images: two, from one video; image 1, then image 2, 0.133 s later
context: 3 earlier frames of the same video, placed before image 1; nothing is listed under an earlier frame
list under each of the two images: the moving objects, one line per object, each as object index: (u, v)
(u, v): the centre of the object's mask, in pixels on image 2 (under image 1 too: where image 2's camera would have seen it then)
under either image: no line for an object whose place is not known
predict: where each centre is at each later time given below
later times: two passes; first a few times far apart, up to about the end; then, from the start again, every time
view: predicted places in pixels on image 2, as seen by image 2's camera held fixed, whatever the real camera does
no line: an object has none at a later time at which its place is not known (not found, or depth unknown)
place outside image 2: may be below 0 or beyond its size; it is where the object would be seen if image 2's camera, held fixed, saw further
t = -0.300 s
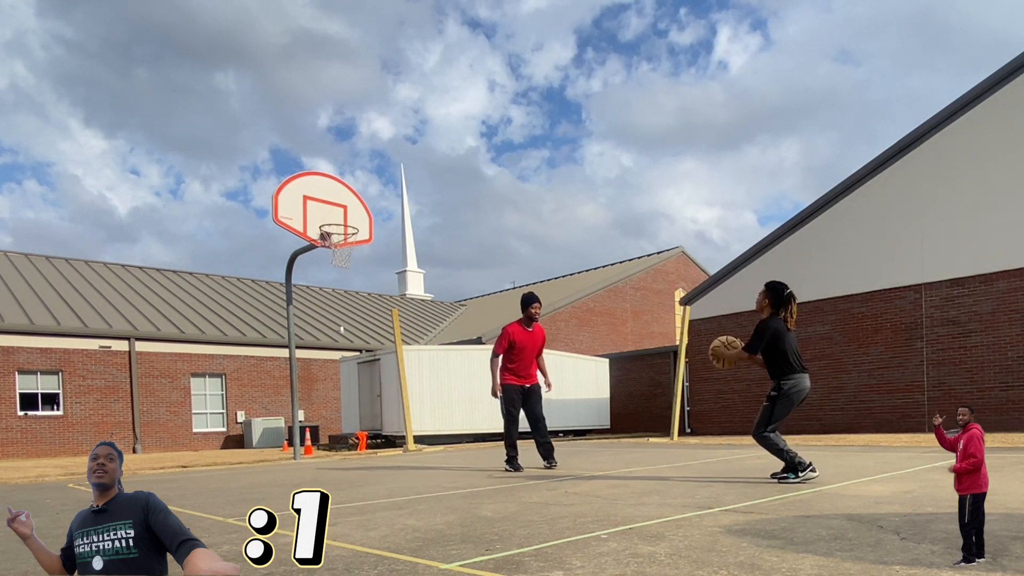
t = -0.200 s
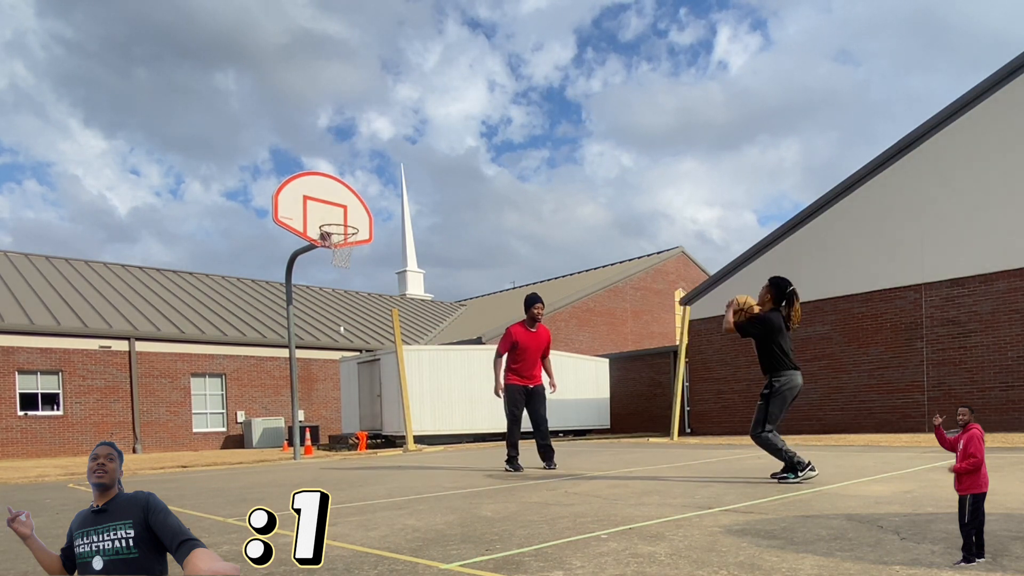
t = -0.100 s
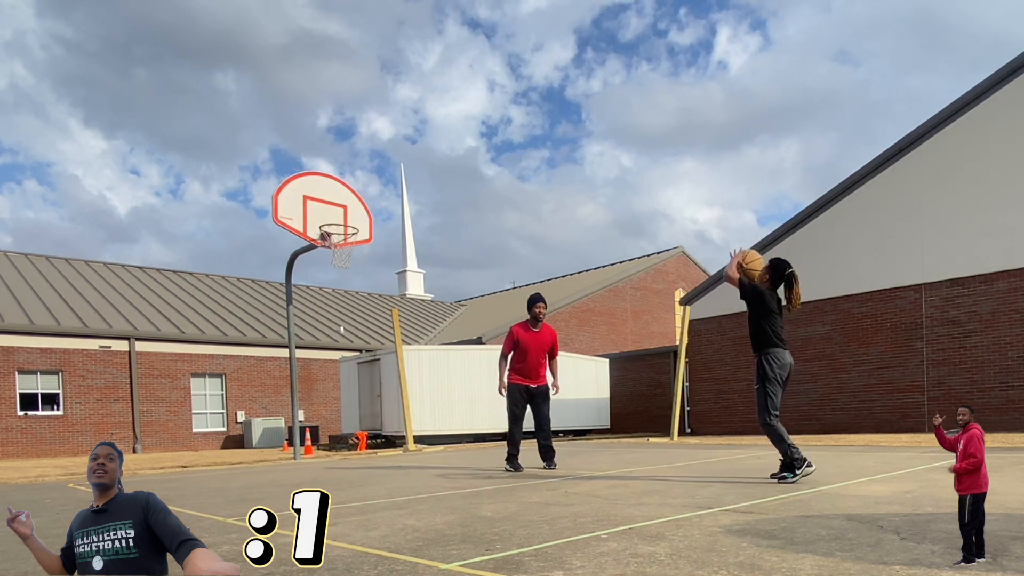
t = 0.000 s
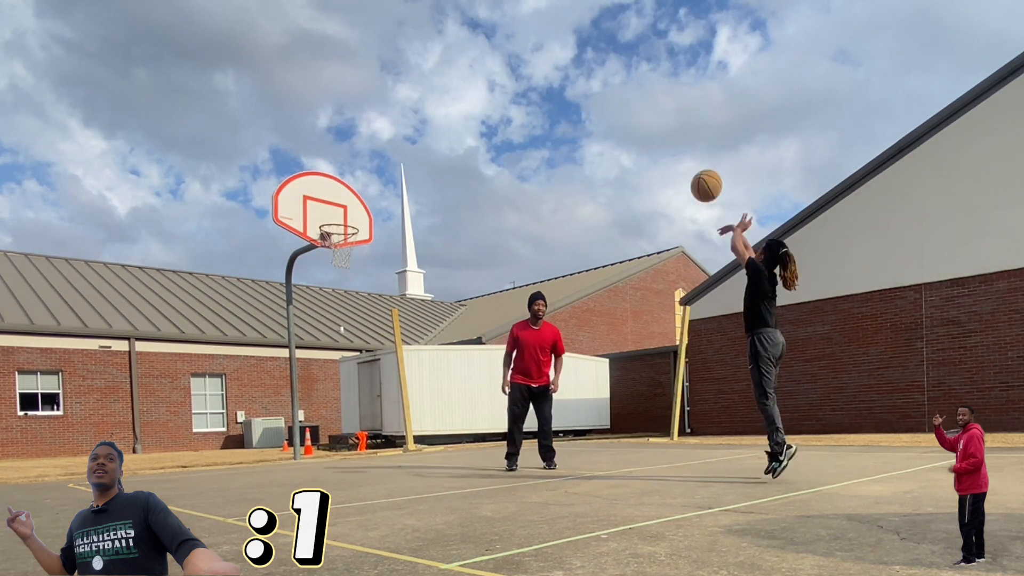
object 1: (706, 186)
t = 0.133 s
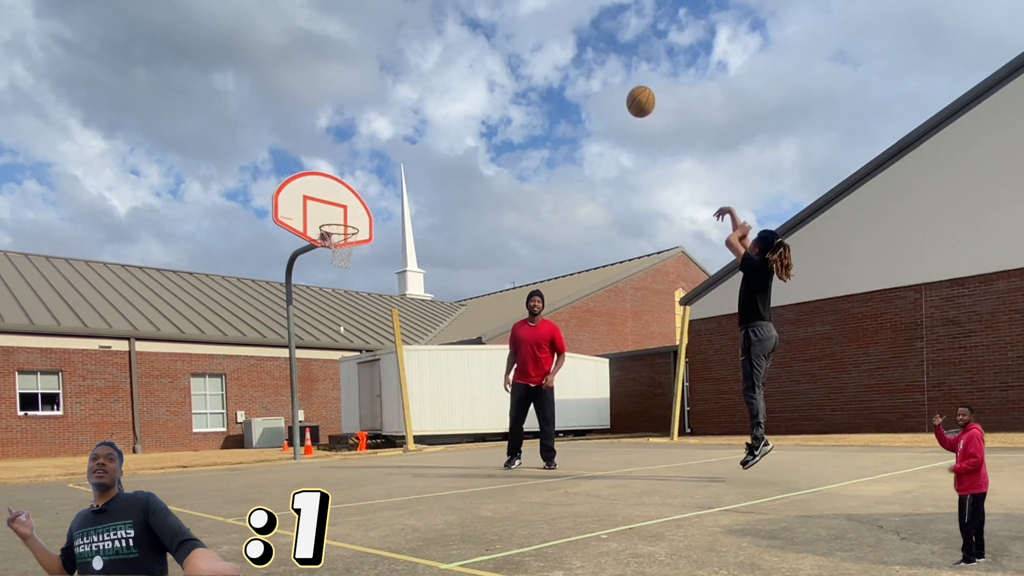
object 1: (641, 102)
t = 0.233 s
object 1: (597, 59)
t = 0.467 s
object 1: (513, 15)
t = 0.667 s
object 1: (456, 25)
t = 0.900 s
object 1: (402, 78)
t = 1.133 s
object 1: (359, 163)
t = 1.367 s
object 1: (337, 256)
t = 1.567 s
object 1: (342, 325)
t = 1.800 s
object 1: (347, 449)
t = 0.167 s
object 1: (626, 86)
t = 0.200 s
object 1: (611, 72)
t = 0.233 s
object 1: (597, 59)
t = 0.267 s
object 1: (584, 49)
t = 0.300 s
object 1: (571, 40)
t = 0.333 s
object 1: (558, 32)
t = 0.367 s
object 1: (547, 26)
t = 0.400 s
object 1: (535, 21)
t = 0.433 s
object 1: (524, 18)
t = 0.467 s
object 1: (513, 15)
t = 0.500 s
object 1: (503, 14)
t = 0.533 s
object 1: (493, 14)
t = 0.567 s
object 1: (483, 16)
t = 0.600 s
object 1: (474, 18)
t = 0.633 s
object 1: (465, 21)
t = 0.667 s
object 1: (456, 25)
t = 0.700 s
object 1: (447, 30)
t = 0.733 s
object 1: (439, 36)
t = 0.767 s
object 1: (431, 43)
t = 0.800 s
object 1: (423, 51)
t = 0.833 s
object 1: (416, 59)
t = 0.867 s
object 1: (409, 68)
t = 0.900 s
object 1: (402, 78)
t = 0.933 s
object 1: (395, 88)
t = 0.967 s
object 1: (389, 99)
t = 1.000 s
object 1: (382, 111)
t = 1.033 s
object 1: (376, 123)
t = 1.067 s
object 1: (371, 136)
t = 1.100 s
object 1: (365, 149)
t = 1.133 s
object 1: (359, 163)
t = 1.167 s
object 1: (354, 178)
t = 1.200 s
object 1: (349, 193)
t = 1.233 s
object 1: (344, 208)
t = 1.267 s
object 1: (339, 224)
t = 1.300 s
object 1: (336, 237)
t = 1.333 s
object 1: (337, 245)
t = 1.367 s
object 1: (337, 256)
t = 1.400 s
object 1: (338, 264)
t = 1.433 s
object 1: (339, 275)
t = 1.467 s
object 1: (339, 286)
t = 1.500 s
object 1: (340, 298)
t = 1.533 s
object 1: (341, 310)
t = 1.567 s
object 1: (342, 325)
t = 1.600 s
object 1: (342, 339)
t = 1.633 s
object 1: (343, 355)
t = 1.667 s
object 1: (343, 372)
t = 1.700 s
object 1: (344, 390)
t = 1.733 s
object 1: (345, 409)
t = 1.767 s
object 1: (346, 428)
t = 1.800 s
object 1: (347, 449)
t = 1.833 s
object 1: (348, 449)
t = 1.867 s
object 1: (350, 434)
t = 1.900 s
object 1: (351, 419)
